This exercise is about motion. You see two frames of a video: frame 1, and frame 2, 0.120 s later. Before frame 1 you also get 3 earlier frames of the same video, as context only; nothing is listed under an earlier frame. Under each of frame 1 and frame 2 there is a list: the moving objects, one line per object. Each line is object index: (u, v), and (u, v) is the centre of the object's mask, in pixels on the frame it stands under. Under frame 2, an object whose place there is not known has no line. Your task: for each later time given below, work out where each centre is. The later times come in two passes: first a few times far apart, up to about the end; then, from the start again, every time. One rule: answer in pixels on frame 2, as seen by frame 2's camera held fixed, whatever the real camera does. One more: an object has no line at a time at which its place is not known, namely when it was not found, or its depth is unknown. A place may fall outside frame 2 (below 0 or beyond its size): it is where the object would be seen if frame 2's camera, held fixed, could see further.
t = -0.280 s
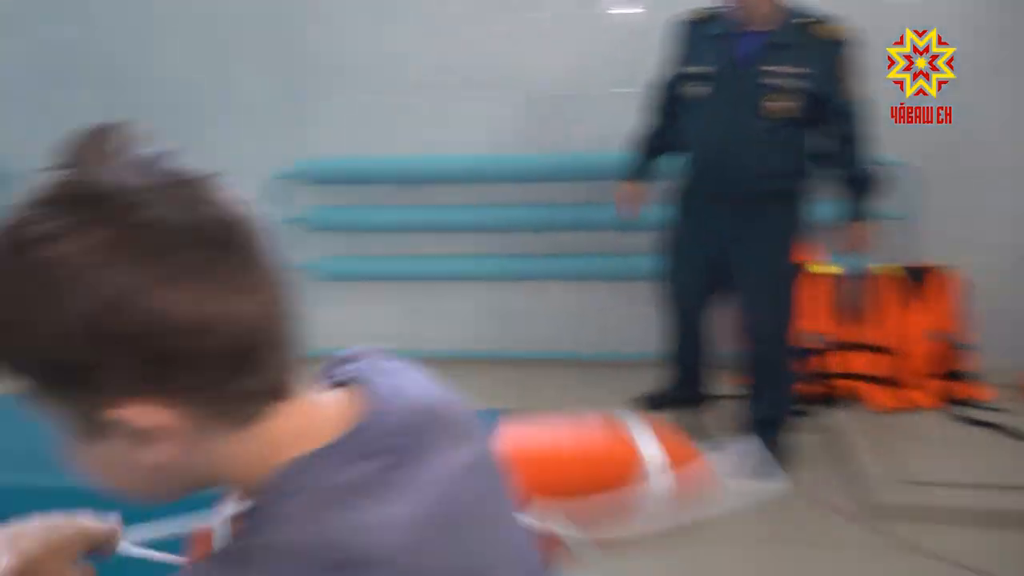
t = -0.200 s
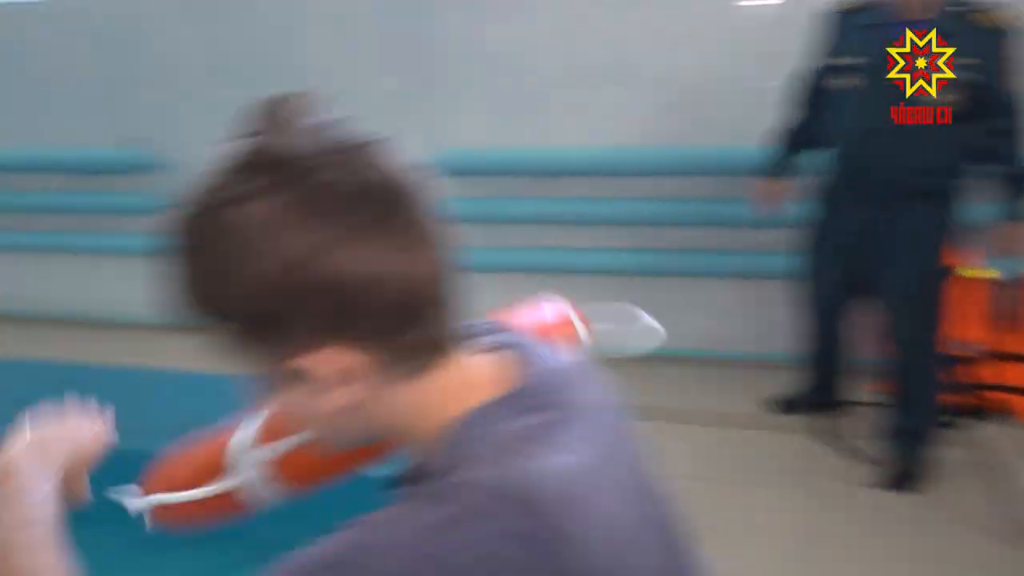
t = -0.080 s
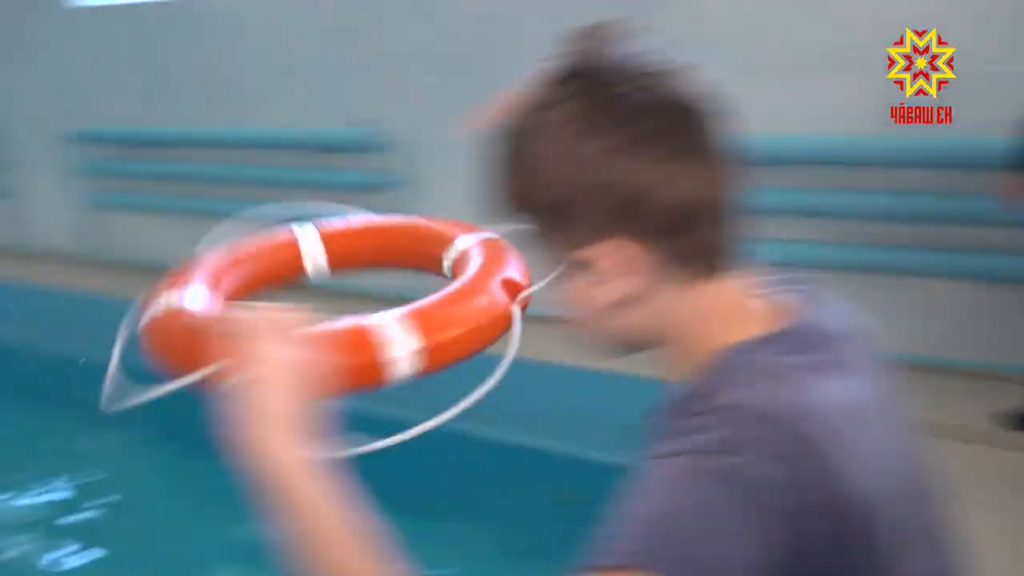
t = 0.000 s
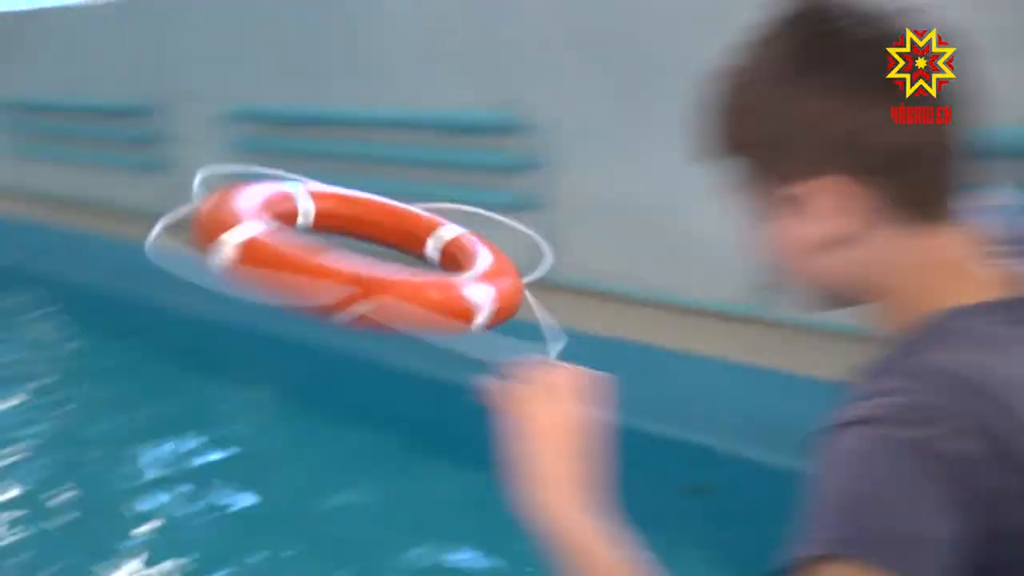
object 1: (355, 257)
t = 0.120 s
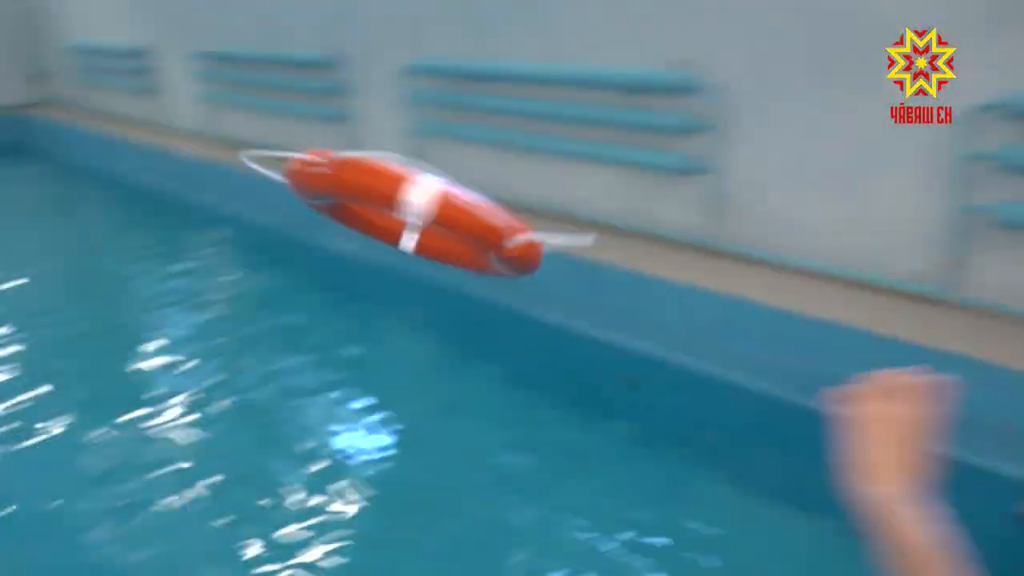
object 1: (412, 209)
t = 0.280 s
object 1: (341, 284)
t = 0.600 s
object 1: (259, 379)
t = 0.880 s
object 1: (235, 355)
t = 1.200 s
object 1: (215, 344)
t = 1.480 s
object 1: (199, 334)
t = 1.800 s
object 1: (183, 324)
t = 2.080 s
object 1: (171, 319)
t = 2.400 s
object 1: (160, 313)
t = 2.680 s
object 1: (154, 310)
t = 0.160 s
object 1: (392, 221)
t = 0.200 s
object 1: (371, 242)
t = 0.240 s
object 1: (353, 260)
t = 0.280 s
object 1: (341, 284)
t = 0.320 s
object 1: (314, 309)
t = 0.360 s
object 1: (299, 332)
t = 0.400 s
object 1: (284, 356)
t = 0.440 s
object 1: (272, 376)
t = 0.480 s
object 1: (266, 380)
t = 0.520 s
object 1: (261, 380)
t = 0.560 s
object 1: (256, 401)
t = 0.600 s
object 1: (259, 379)
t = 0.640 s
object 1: (259, 378)
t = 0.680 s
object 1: (257, 393)
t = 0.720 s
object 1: (254, 372)
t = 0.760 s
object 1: (251, 368)
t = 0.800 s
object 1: (246, 361)
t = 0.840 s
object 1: (240, 358)
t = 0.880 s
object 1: (235, 355)
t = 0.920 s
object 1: (232, 354)
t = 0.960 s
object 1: (230, 352)
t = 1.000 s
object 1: (228, 352)
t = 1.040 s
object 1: (226, 351)
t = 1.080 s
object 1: (224, 349)
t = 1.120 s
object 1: (220, 348)
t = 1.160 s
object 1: (217, 346)
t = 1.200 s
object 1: (215, 344)
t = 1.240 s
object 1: (213, 343)
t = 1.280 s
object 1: (211, 342)
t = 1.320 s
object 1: (208, 340)
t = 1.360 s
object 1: (206, 339)
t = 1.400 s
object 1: (204, 337)
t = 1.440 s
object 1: (202, 335)
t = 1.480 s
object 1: (199, 334)
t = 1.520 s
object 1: (197, 333)
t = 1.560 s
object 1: (195, 331)
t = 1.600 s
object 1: (193, 330)
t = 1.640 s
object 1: (191, 329)
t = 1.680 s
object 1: (189, 328)
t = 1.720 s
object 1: (187, 326)
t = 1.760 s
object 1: (185, 325)
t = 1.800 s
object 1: (183, 324)
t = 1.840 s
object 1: (182, 323)
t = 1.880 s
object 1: (180, 323)
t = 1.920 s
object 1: (178, 322)
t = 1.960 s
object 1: (176, 321)
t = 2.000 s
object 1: (175, 320)
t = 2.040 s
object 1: (173, 319)
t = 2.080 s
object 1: (171, 319)
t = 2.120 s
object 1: (170, 318)
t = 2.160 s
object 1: (168, 317)
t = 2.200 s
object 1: (167, 316)
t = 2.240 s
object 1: (166, 316)
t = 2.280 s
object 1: (165, 315)
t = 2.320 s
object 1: (163, 314)
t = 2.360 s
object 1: (162, 314)
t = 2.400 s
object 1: (160, 313)
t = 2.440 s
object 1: (160, 313)
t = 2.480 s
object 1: (158, 313)
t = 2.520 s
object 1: (158, 312)
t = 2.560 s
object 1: (157, 312)
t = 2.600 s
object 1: (156, 311)
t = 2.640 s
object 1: (155, 311)
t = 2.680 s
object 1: (154, 310)
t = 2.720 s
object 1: (153, 309)
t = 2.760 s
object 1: (152, 308)
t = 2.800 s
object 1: (151, 308)
